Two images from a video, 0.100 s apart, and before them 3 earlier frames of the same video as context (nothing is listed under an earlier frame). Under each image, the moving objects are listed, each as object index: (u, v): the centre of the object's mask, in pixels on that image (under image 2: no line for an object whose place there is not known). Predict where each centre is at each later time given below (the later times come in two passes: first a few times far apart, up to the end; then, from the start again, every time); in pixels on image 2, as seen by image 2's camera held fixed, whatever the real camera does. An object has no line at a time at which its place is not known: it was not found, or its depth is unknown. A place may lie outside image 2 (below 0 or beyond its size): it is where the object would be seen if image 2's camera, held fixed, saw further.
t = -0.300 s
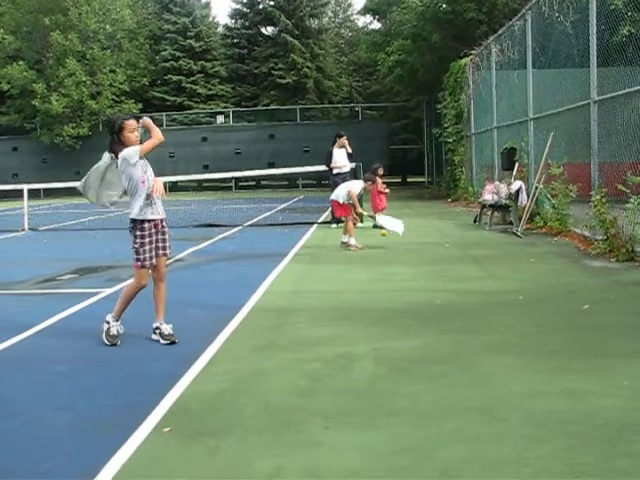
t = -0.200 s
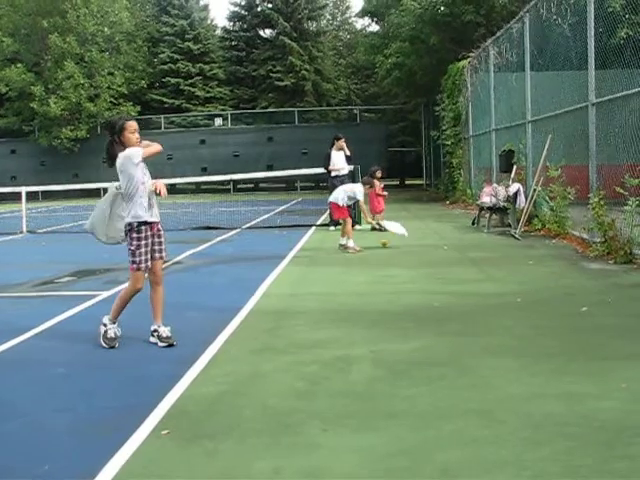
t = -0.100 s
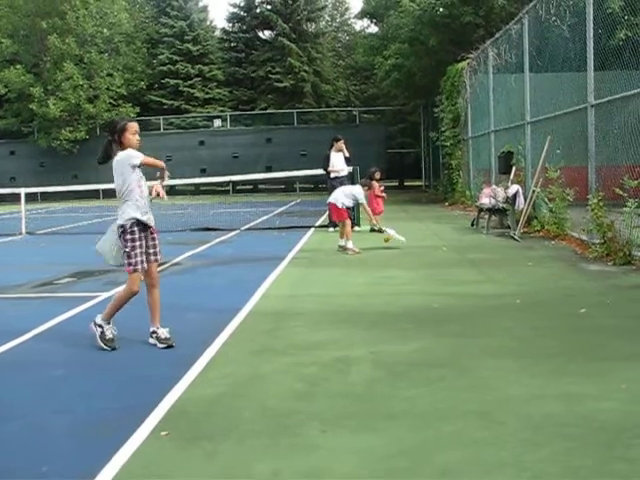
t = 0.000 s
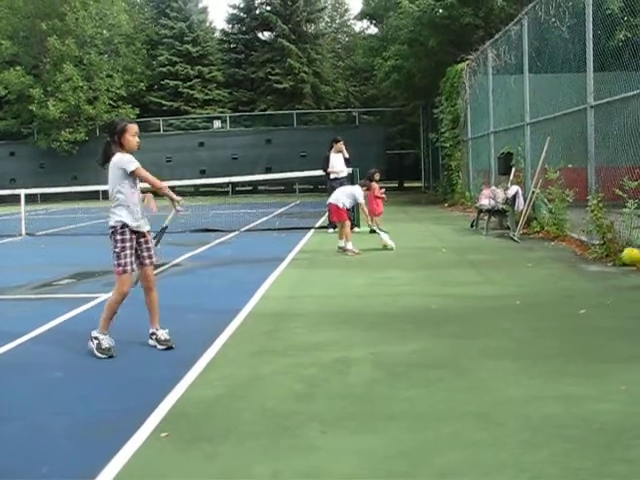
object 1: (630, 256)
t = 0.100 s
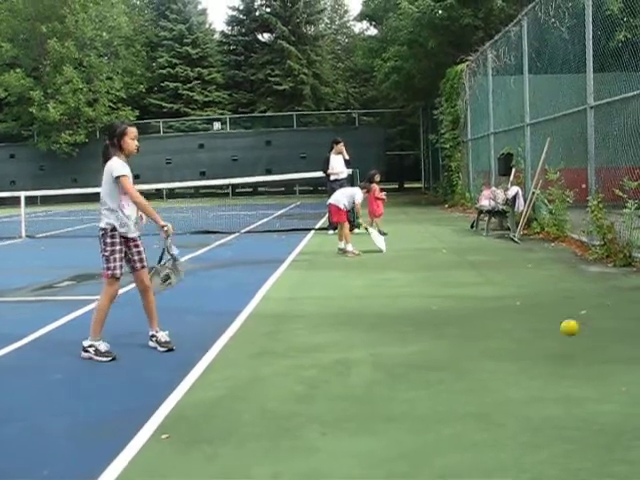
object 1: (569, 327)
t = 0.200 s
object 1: (531, 310)
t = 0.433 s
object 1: (465, 229)
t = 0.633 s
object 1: (414, 240)
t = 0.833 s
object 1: (369, 318)
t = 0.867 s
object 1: (362, 337)
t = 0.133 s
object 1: (550, 352)
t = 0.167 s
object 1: (541, 329)
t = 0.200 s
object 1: (531, 310)
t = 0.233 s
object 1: (521, 292)
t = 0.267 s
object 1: (512, 276)
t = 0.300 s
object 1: (503, 262)
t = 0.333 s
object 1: (493, 251)
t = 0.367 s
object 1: (484, 241)
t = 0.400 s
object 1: (474, 234)
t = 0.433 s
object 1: (465, 229)
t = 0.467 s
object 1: (456, 226)
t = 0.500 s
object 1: (448, 225)
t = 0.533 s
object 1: (439, 226)
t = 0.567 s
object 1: (430, 228)
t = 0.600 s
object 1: (422, 233)
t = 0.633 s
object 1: (414, 240)
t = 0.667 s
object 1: (406, 249)
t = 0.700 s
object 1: (398, 259)
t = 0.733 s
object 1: (392, 271)
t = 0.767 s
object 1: (384, 285)
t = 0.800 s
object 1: (376, 301)
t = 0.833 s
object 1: (369, 318)
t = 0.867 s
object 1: (362, 337)
